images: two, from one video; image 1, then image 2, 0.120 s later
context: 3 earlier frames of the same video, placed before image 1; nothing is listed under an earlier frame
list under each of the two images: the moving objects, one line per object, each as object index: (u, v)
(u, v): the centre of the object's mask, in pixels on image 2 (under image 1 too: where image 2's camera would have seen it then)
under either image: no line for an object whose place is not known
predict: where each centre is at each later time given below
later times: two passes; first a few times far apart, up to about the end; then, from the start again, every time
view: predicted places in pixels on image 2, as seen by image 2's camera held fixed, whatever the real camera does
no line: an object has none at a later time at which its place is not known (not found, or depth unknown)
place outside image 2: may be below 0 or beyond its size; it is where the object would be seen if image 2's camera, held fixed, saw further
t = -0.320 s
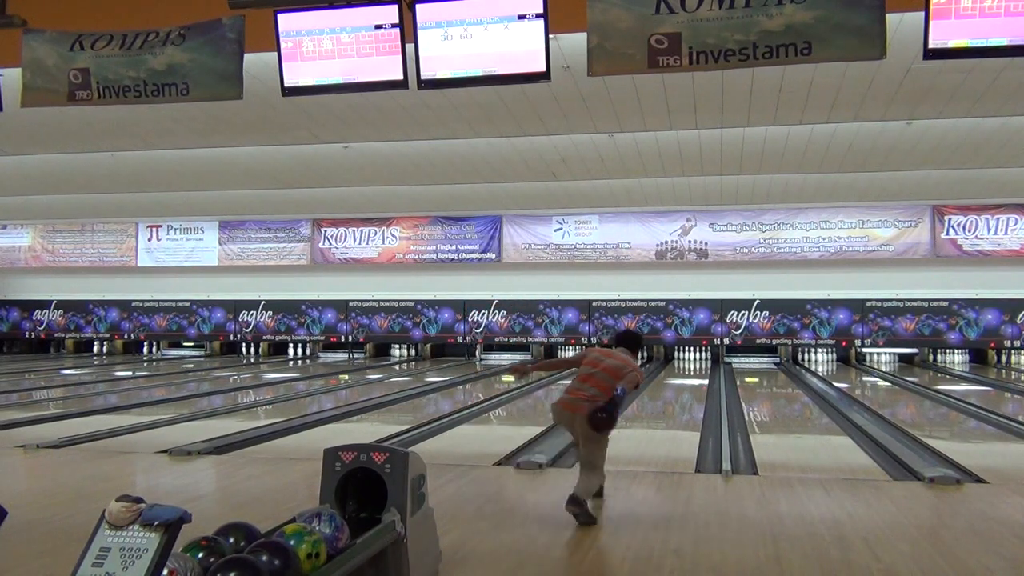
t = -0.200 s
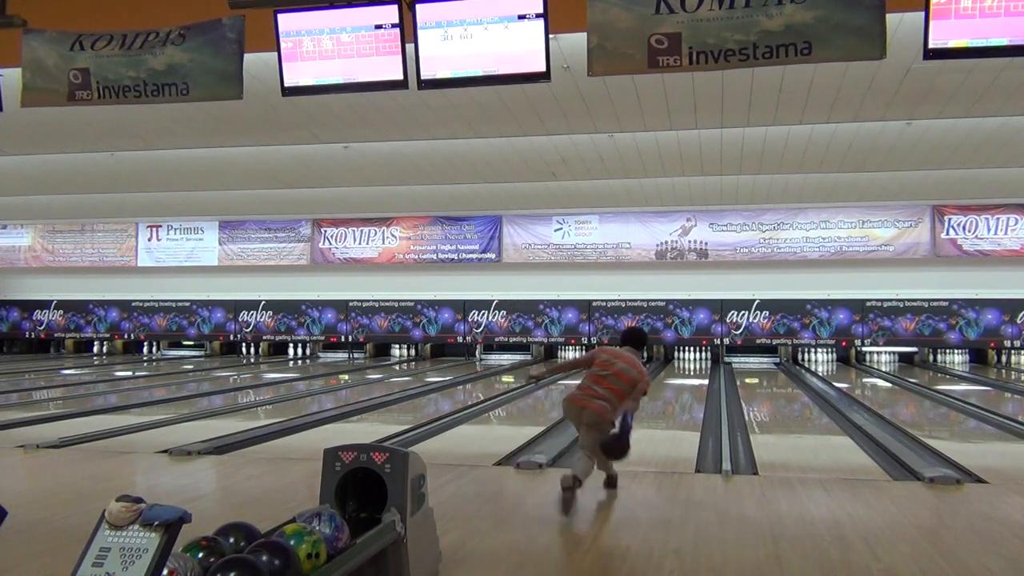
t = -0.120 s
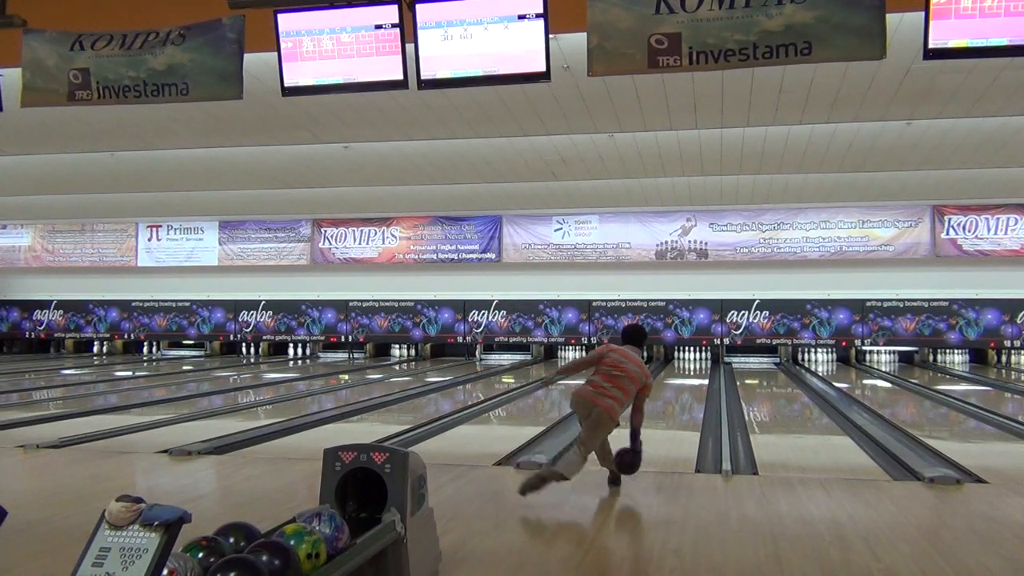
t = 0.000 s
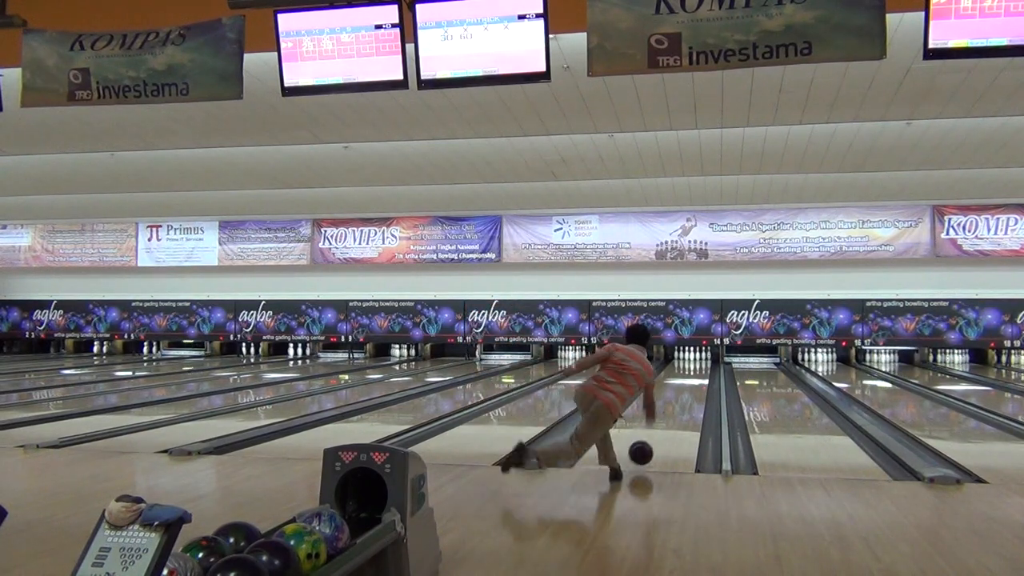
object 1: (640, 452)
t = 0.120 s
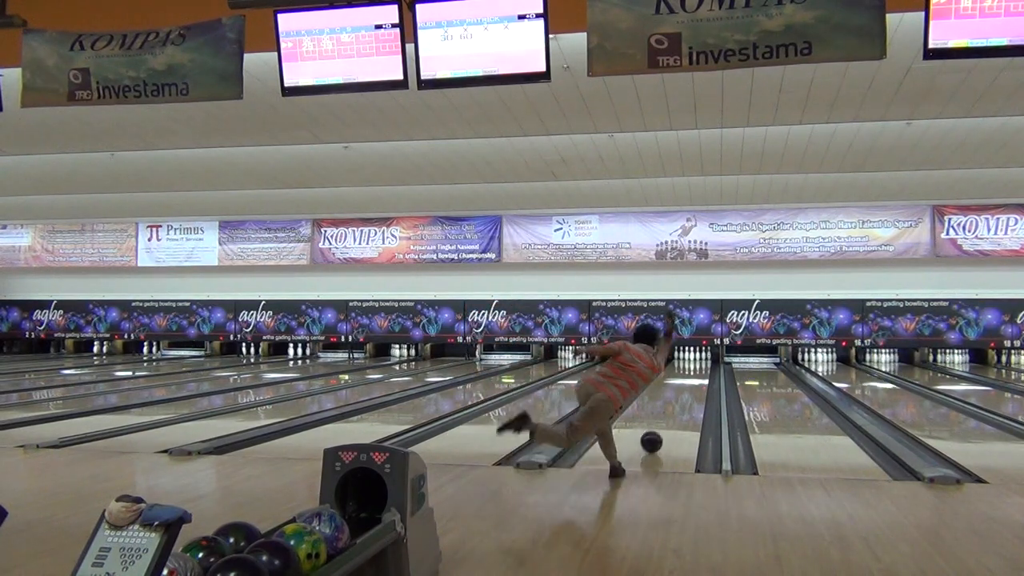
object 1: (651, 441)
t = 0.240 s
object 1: (660, 429)
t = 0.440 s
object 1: (670, 414)
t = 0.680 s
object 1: (679, 400)
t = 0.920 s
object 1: (685, 389)
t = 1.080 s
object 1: (689, 383)
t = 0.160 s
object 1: (654, 437)
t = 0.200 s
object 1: (657, 433)
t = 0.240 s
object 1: (660, 429)
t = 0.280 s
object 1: (662, 426)
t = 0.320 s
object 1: (664, 422)
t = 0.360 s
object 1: (666, 420)
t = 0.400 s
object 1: (668, 416)
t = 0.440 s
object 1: (670, 414)
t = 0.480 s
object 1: (672, 411)
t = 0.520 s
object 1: (673, 408)
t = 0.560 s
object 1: (675, 406)
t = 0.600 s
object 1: (681, 404)
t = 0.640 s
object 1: (678, 402)
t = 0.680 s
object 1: (679, 400)
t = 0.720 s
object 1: (680, 397)
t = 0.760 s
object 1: (681, 396)
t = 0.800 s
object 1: (682, 394)
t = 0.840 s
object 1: (683, 392)
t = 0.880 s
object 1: (684, 390)
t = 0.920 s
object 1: (685, 389)
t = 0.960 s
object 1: (686, 387)
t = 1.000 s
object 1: (687, 386)
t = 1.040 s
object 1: (688, 385)
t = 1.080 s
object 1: (689, 383)
